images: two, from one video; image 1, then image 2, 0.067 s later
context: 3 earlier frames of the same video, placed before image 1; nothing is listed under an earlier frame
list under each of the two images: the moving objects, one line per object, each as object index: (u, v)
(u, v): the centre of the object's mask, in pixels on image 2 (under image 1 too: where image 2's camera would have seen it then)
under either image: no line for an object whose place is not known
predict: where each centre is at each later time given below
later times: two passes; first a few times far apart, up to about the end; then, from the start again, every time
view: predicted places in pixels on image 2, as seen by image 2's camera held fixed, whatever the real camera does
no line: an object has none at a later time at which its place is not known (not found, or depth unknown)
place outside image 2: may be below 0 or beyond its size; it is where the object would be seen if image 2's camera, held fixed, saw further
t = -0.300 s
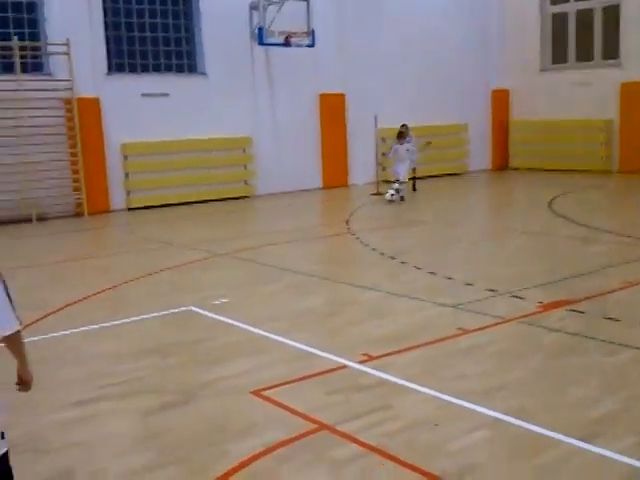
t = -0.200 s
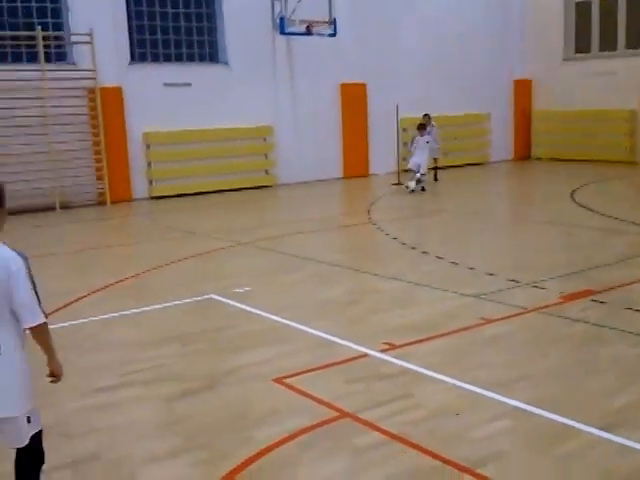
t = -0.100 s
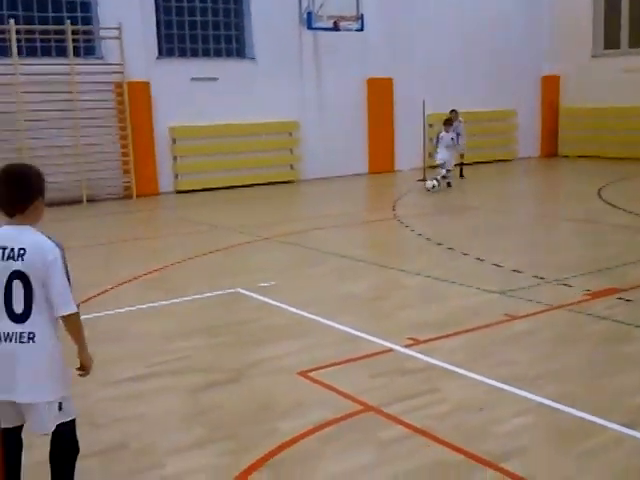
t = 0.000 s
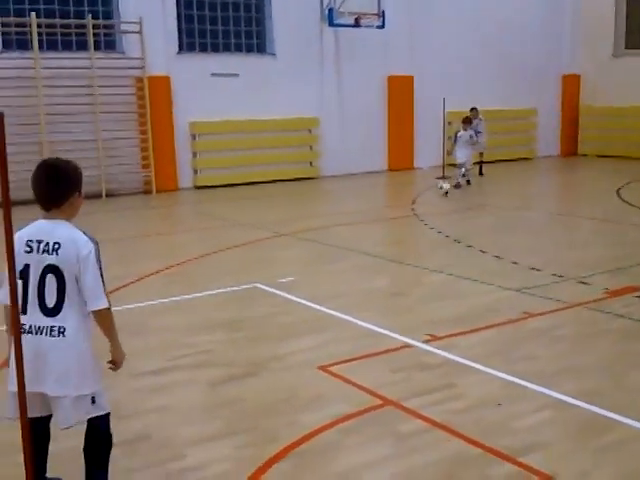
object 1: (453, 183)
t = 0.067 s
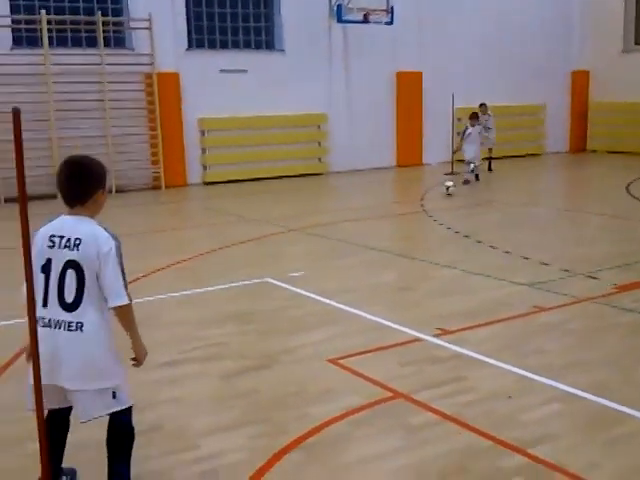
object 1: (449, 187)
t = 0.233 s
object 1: (441, 195)
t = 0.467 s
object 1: (430, 206)
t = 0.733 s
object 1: (422, 216)
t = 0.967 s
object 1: (415, 228)
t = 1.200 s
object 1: (408, 242)
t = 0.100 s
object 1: (448, 188)
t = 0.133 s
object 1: (446, 190)
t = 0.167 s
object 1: (445, 192)
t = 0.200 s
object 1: (443, 194)
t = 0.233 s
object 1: (441, 195)
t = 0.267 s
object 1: (439, 197)
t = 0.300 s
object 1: (438, 199)
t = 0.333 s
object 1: (436, 200)
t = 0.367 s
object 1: (434, 201)
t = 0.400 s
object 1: (432, 203)
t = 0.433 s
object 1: (432, 204)
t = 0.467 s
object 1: (430, 206)
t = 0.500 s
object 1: (429, 206)
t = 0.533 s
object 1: (429, 208)
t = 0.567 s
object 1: (427, 210)
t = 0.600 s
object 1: (427, 211)
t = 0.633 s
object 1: (425, 212)
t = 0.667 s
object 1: (425, 214)
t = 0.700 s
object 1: (423, 215)
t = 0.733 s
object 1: (422, 216)
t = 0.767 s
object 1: (421, 219)
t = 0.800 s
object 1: (420, 220)
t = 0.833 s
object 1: (419, 221)
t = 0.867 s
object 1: (418, 224)
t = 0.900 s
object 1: (417, 225)
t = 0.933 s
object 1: (416, 227)
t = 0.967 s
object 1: (415, 228)
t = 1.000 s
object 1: (414, 230)
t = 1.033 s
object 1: (412, 232)
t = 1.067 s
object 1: (412, 234)
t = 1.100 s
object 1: (411, 236)
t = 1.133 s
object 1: (409, 238)
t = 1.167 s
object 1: (409, 239)
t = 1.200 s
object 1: (408, 242)
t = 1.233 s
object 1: (407, 244)
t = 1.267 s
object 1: (407, 246)
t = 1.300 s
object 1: (405, 248)
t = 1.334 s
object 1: (405, 251)
